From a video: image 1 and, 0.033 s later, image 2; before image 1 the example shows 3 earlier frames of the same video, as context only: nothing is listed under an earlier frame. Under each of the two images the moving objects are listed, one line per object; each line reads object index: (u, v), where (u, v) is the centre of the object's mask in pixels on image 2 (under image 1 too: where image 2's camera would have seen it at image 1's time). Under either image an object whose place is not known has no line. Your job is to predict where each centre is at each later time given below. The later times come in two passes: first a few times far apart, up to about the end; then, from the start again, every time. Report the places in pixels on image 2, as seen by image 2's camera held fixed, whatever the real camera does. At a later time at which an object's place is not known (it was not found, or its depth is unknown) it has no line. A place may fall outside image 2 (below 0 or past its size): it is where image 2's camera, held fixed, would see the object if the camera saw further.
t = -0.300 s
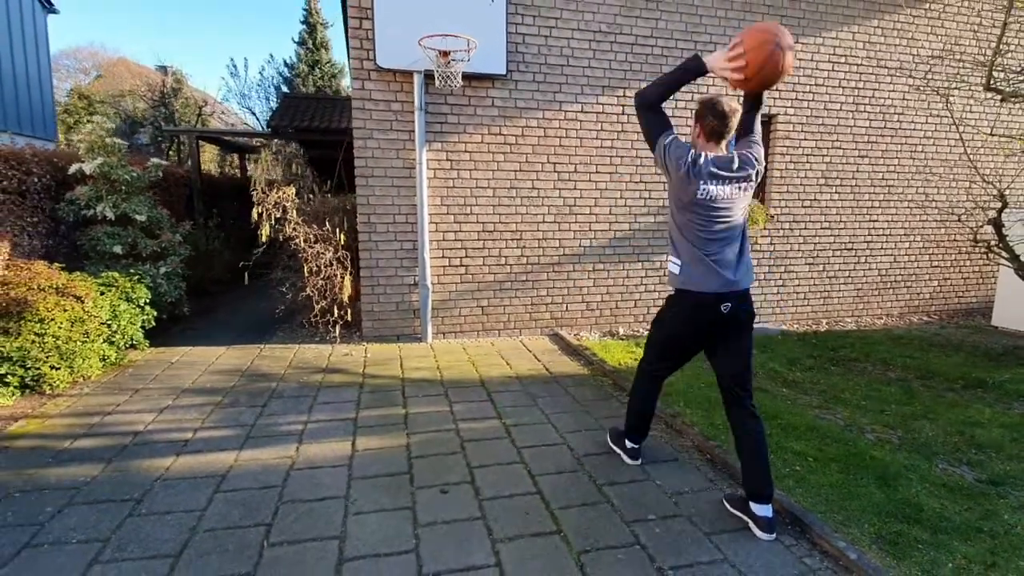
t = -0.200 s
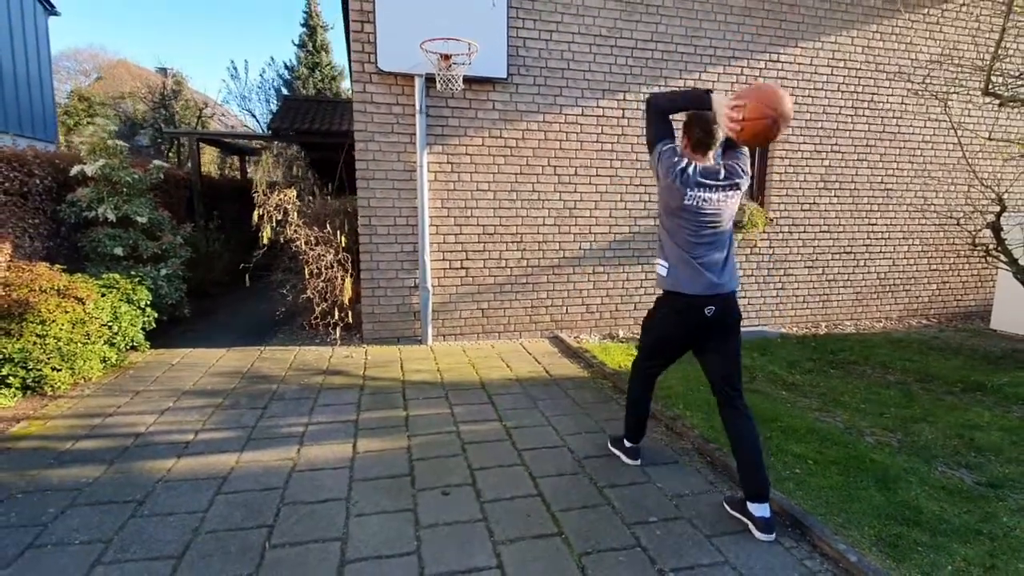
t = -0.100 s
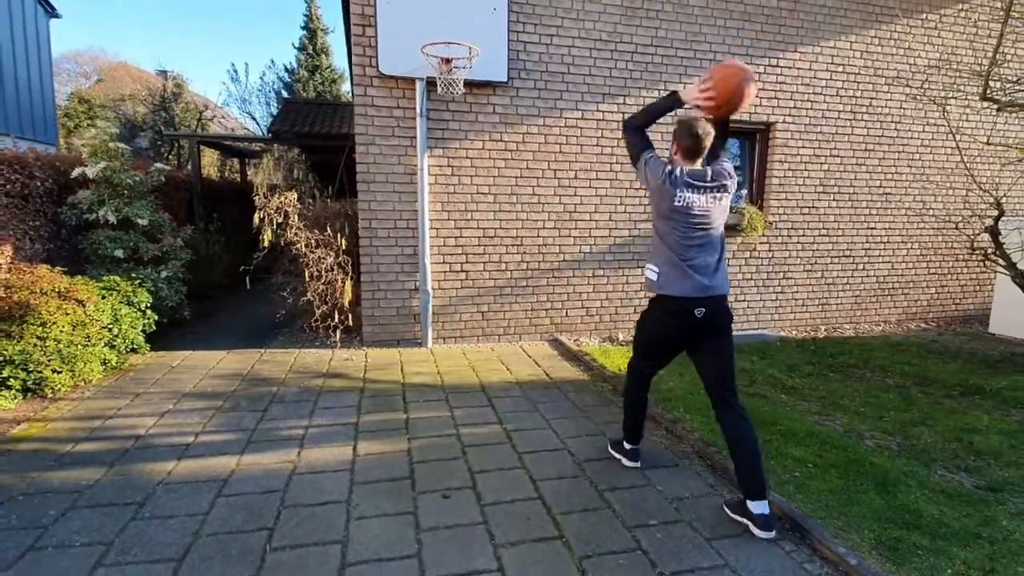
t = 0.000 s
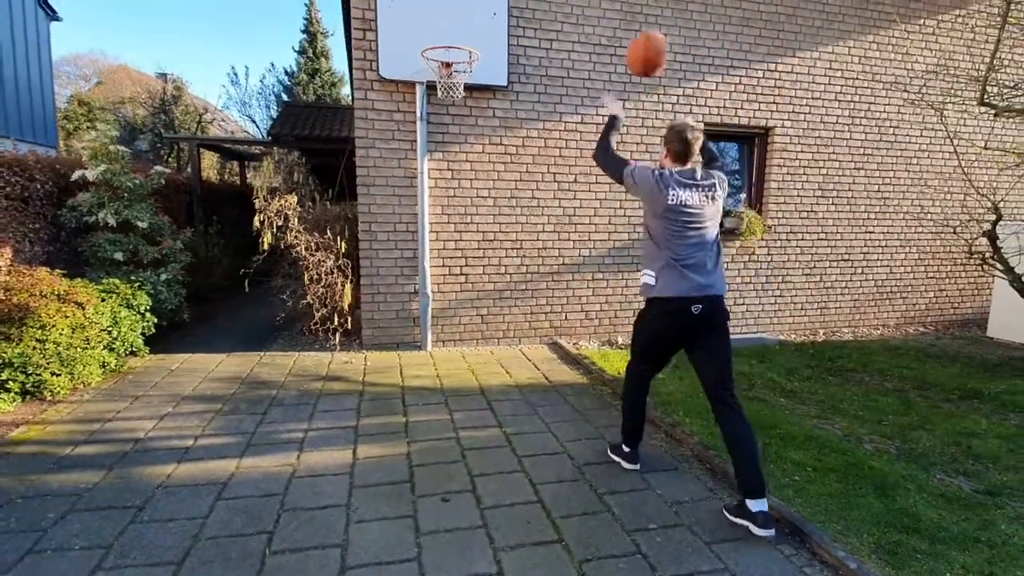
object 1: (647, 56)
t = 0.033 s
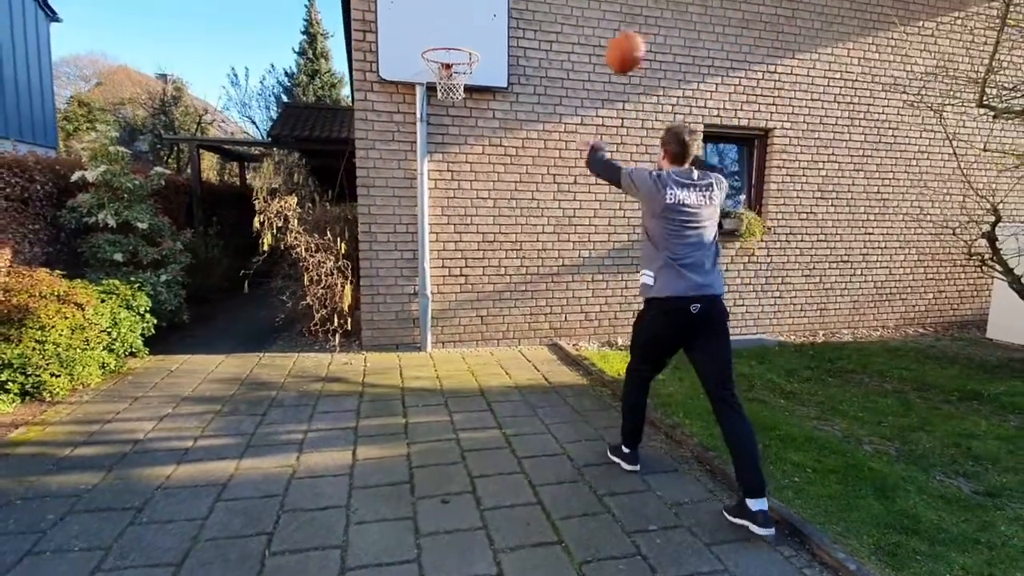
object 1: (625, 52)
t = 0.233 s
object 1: (542, 67)
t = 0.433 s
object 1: (565, 47)
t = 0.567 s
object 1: (603, 47)
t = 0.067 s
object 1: (606, 51)
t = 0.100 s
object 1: (590, 52)
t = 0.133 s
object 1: (575, 54)
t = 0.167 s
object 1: (563, 57)
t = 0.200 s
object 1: (553, 62)
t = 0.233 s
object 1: (542, 67)
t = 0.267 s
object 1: (534, 73)
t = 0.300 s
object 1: (539, 66)
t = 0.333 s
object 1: (544, 61)
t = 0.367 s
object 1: (551, 55)
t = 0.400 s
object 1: (558, 51)
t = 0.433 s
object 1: (565, 47)
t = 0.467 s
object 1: (572, 44)
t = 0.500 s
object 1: (581, 44)
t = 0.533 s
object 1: (592, 45)
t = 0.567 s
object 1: (603, 47)
